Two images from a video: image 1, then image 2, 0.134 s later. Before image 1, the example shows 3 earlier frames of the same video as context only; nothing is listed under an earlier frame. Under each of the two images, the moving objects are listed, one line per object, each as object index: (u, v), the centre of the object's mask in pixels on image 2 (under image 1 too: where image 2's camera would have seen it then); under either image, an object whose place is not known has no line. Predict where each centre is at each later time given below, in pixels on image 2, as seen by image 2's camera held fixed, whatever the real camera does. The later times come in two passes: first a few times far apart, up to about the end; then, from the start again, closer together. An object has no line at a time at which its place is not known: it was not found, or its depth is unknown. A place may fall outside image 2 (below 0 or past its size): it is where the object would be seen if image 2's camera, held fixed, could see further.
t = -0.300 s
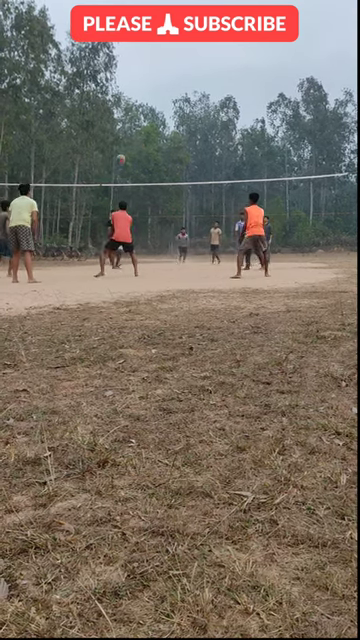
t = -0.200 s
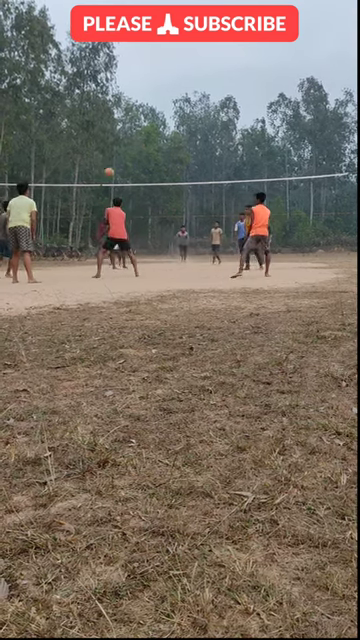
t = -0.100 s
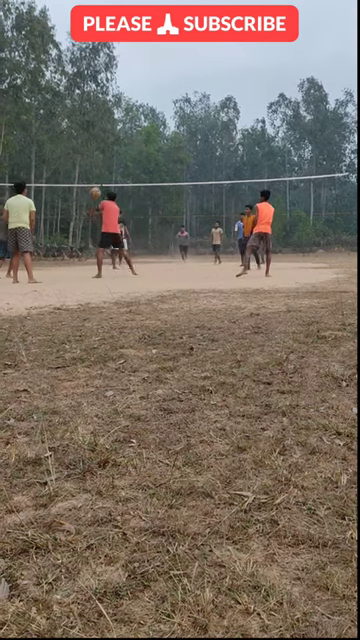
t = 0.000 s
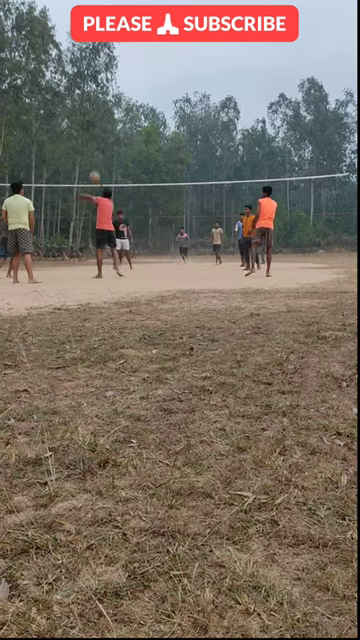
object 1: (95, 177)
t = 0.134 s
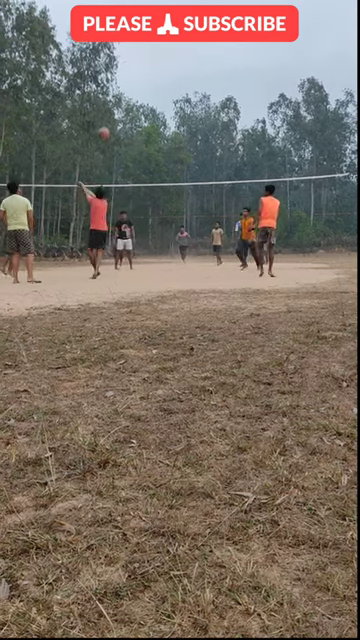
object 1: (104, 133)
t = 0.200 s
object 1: (108, 114)
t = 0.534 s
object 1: (133, 54)
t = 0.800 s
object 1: (154, 49)
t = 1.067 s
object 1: (173, 80)
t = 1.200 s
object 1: (183, 107)
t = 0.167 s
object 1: (106, 123)
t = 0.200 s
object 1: (108, 114)
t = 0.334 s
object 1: (118, 83)
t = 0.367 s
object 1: (121, 77)
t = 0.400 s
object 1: (123, 71)
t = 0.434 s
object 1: (126, 66)
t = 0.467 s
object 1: (128, 62)
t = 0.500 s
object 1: (131, 58)
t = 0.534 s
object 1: (133, 54)
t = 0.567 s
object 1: (136, 52)
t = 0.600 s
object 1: (138, 50)
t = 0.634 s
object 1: (141, 48)
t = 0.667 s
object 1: (144, 47)
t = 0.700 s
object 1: (146, 47)
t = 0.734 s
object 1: (149, 47)
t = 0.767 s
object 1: (151, 48)
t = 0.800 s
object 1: (154, 49)
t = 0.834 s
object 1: (156, 51)
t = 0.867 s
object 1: (158, 53)
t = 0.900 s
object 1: (161, 56)
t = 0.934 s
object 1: (164, 60)
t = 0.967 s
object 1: (166, 64)
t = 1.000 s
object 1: (168, 69)
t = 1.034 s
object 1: (171, 74)
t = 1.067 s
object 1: (173, 80)
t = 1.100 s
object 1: (176, 86)
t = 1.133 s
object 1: (178, 92)
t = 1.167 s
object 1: (180, 99)
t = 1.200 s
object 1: (183, 107)
